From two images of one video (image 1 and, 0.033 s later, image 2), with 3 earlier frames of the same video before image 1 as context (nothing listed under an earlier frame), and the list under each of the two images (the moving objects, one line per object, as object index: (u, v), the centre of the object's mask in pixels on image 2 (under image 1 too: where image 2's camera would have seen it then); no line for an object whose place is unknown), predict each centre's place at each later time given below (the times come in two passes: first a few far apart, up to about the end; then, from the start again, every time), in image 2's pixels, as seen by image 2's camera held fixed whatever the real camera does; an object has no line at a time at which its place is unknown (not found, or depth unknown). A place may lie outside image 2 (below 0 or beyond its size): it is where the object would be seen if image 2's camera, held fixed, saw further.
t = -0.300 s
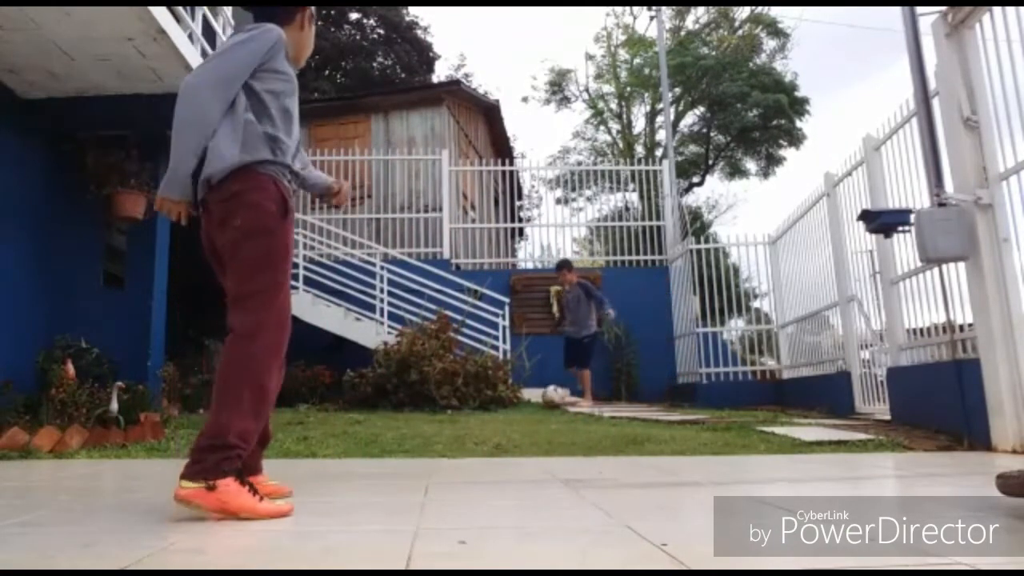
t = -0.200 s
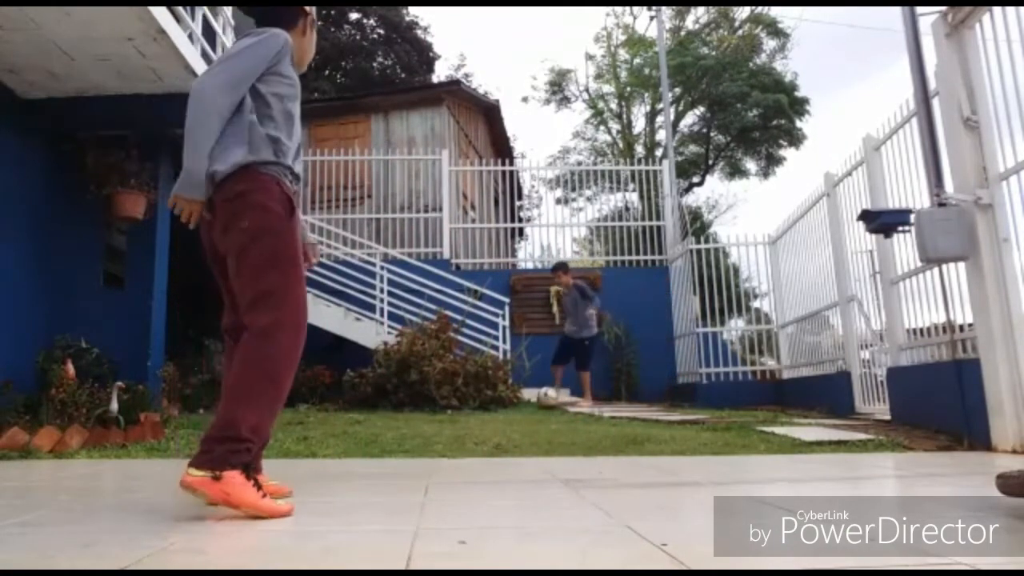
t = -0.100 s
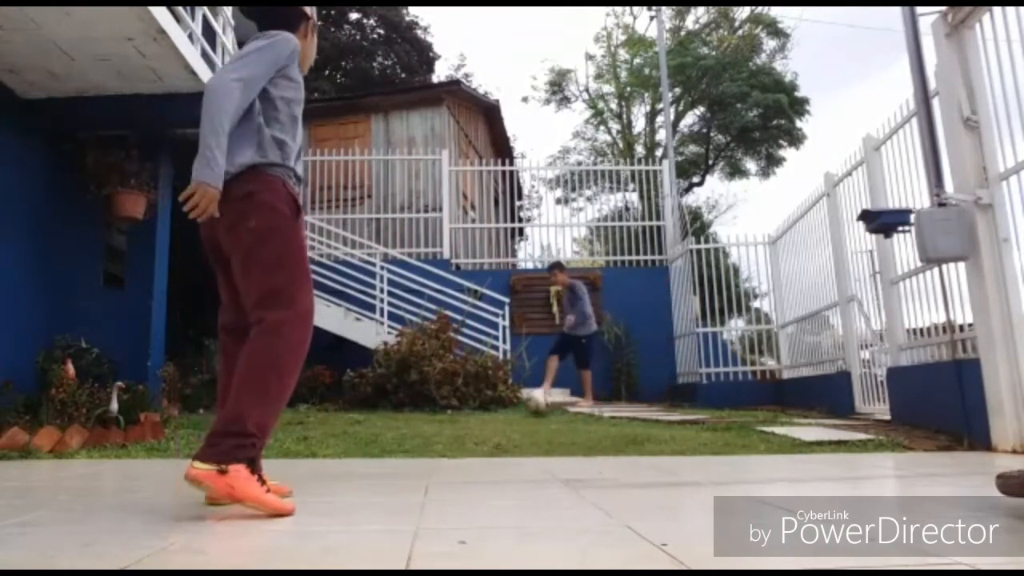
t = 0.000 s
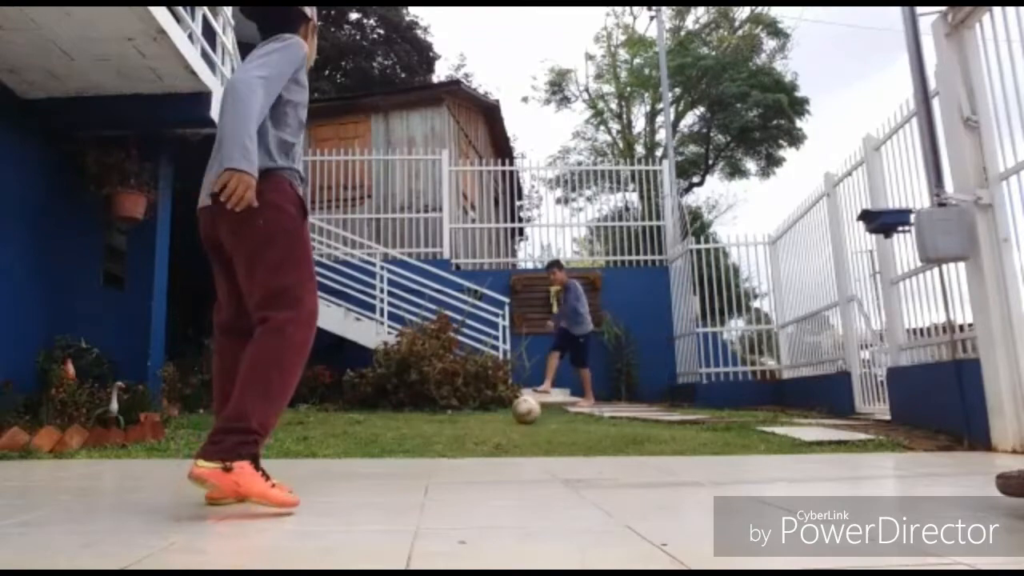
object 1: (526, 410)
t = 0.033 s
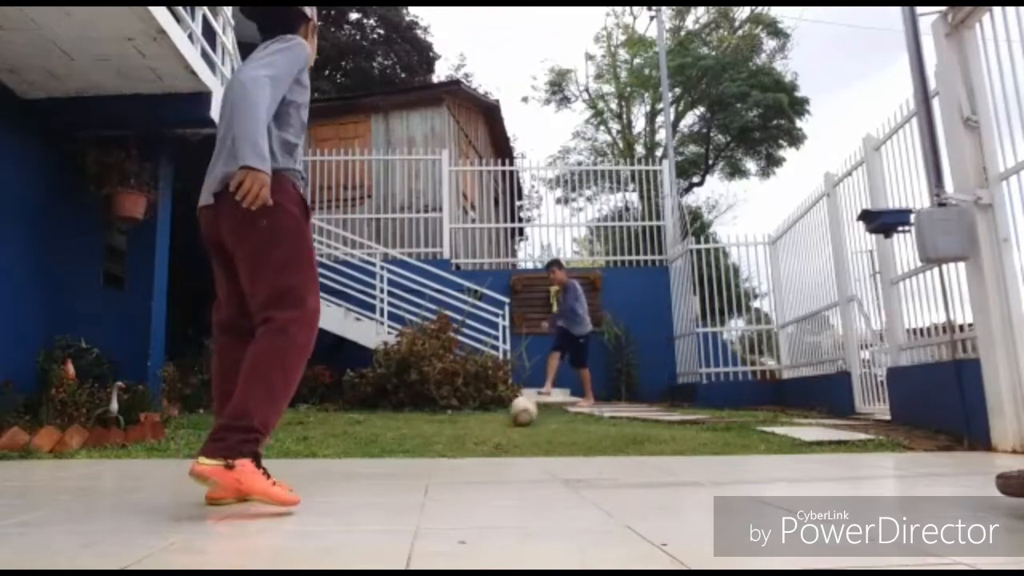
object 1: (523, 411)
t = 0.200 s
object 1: (504, 420)
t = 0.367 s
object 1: (486, 438)
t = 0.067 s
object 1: (519, 413)
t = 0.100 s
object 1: (516, 413)
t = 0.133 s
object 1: (512, 415)
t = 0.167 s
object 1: (508, 416)
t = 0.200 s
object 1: (504, 420)
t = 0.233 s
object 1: (500, 424)
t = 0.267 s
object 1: (497, 423)
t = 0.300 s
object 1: (493, 427)
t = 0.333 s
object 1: (490, 432)
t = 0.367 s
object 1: (486, 438)
